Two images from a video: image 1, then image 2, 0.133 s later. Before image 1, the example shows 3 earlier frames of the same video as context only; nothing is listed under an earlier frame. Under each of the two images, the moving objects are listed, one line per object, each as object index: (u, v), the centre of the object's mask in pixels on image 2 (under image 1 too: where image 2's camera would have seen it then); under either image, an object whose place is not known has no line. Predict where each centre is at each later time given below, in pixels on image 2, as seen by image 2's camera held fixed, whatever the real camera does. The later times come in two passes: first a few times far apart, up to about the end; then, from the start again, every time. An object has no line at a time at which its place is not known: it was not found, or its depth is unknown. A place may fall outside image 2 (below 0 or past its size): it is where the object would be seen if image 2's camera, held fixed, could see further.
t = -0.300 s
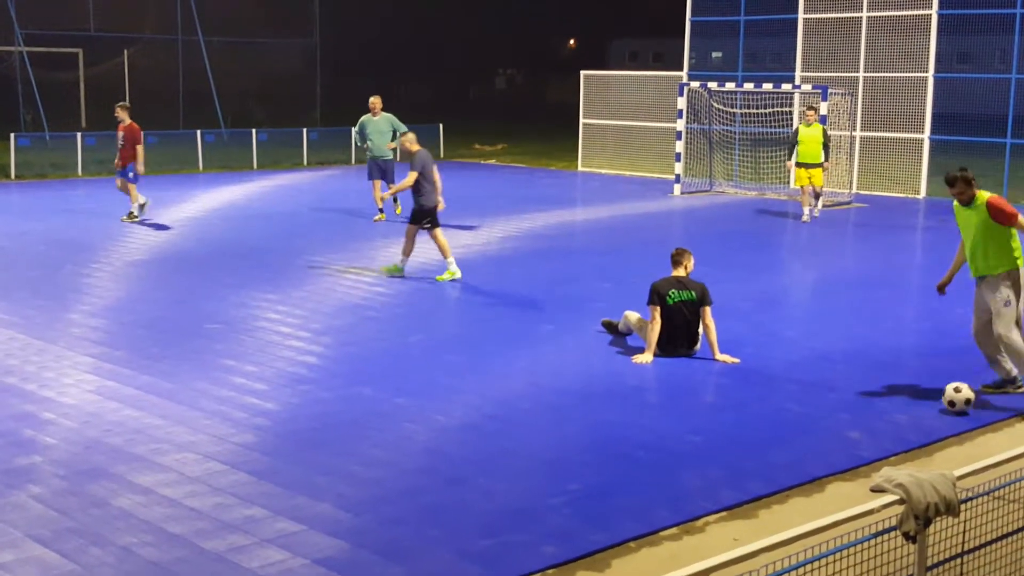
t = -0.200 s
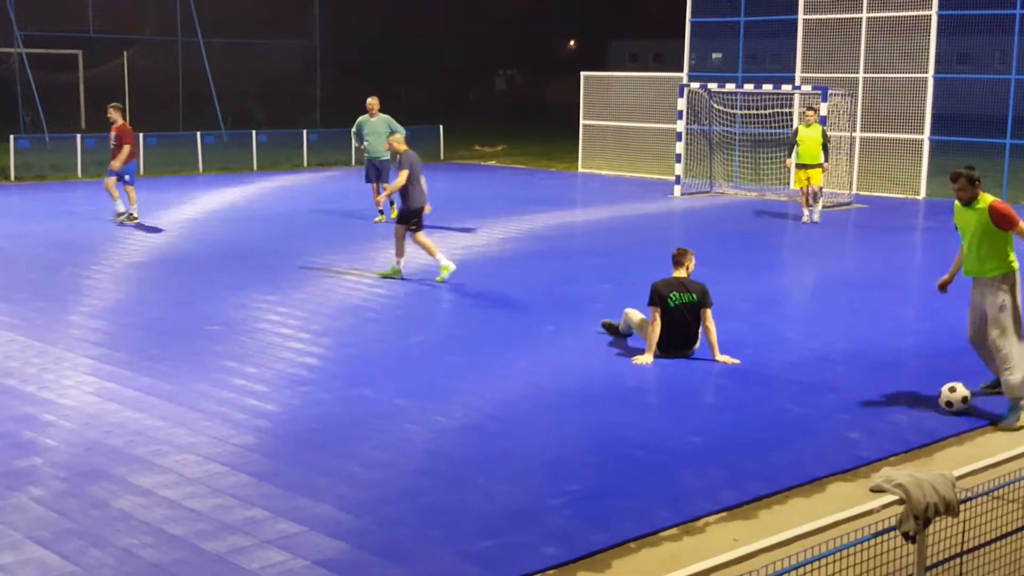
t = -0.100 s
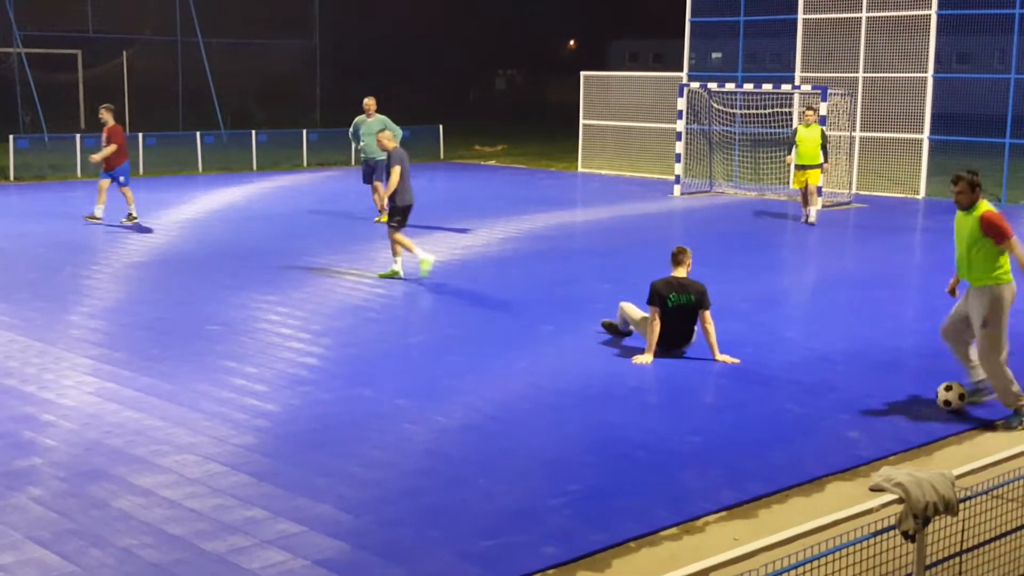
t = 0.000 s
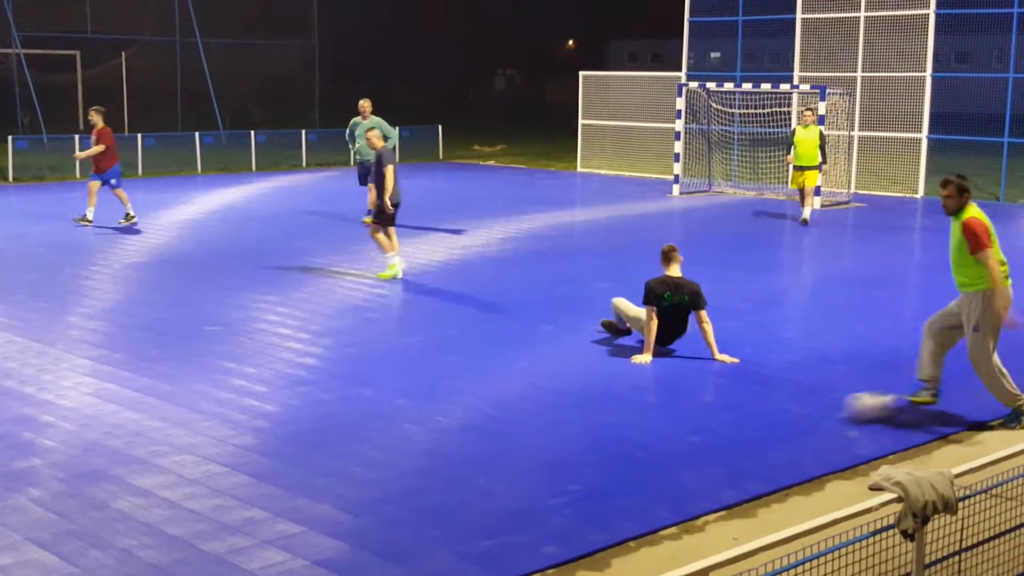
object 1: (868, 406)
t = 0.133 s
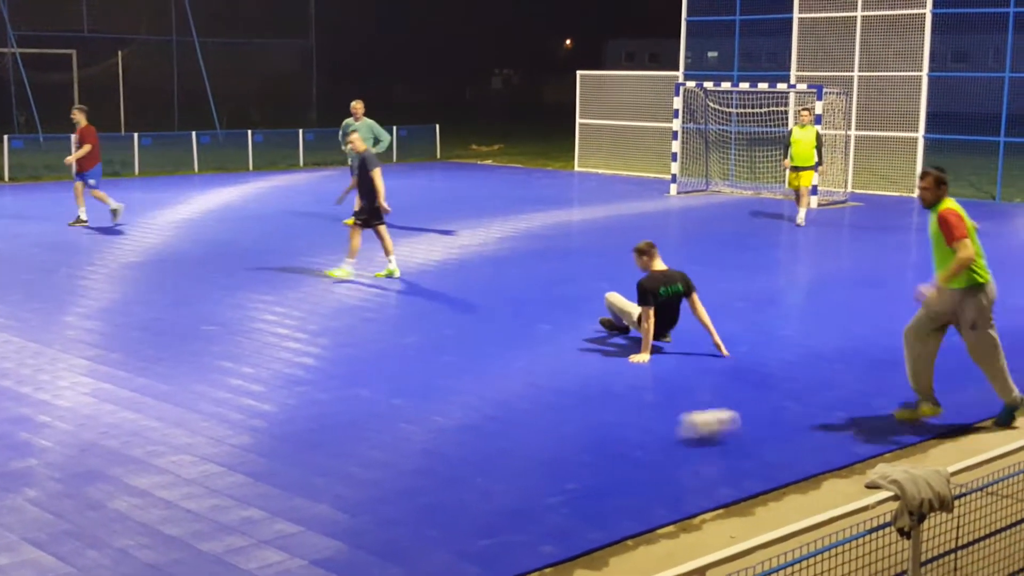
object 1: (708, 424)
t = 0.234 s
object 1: (581, 443)
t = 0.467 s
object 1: (267, 484)
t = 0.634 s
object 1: (35, 515)
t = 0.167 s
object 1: (665, 431)
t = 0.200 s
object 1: (625, 437)
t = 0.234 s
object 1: (581, 443)
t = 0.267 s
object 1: (538, 448)
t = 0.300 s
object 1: (496, 451)
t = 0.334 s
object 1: (451, 457)
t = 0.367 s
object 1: (406, 466)
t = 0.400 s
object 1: (357, 475)
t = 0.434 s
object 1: (313, 476)
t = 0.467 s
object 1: (267, 484)
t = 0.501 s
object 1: (217, 492)
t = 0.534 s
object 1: (165, 498)
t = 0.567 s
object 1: (117, 501)
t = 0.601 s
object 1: (69, 506)
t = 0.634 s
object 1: (35, 515)
